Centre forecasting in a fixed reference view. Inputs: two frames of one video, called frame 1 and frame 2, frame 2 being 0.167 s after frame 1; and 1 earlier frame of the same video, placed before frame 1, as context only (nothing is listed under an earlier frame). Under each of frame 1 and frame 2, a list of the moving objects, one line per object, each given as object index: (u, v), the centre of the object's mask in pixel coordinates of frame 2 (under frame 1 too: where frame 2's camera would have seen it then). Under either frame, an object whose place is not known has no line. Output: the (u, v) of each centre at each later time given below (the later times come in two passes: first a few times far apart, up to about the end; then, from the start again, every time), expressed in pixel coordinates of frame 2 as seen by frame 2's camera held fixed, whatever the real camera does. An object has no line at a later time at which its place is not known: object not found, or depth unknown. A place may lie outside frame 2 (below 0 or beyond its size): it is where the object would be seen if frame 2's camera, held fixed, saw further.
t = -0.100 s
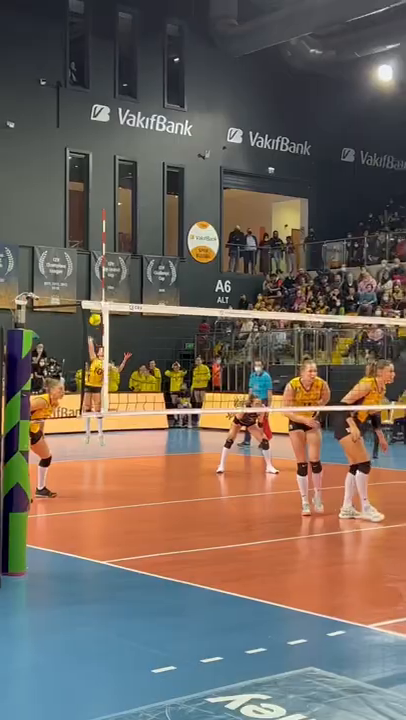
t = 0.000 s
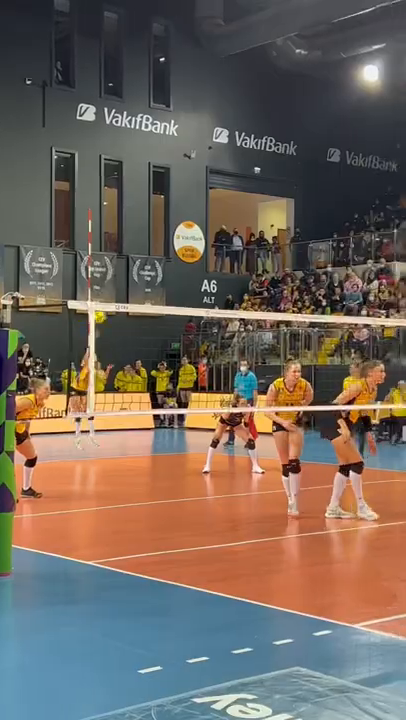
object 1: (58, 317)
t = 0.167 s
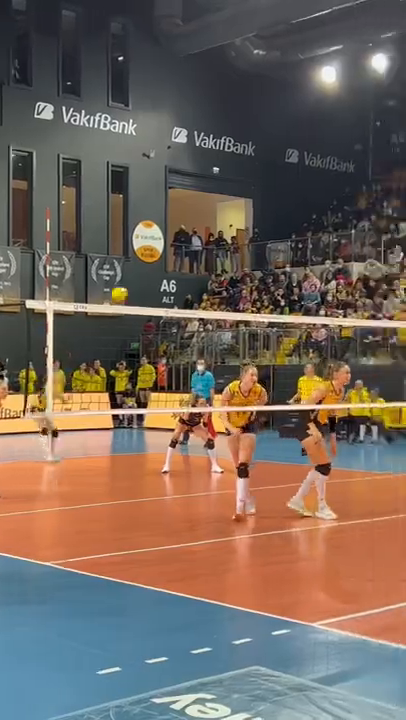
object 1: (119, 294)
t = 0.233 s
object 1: (147, 286)
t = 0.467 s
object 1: (271, 276)
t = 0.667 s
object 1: (429, 305)
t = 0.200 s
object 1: (133, 290)
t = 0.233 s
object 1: (147, 286)
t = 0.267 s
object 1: (162, 283)
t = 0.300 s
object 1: (178, 281)
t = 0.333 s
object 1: (195, 279)
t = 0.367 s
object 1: (212, 278)
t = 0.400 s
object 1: (230, 277)
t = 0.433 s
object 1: (249, 276)
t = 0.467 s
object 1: (271, 276)
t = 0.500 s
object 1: (292, 277)
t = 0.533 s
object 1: (317, 279)
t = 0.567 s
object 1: (342, 283)
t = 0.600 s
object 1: (369, 287)
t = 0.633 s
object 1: (396, 295)
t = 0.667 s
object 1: (429, 305)
